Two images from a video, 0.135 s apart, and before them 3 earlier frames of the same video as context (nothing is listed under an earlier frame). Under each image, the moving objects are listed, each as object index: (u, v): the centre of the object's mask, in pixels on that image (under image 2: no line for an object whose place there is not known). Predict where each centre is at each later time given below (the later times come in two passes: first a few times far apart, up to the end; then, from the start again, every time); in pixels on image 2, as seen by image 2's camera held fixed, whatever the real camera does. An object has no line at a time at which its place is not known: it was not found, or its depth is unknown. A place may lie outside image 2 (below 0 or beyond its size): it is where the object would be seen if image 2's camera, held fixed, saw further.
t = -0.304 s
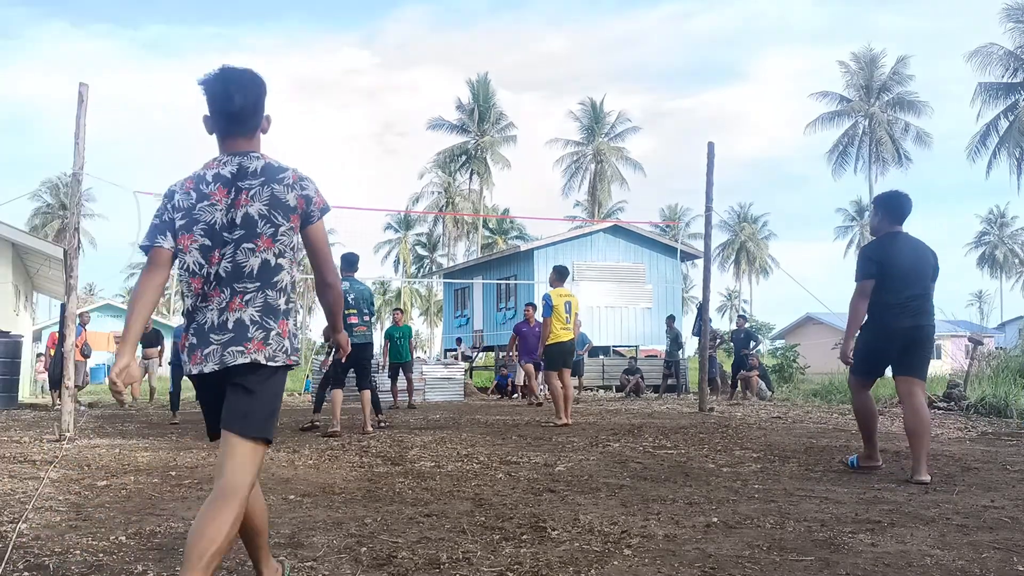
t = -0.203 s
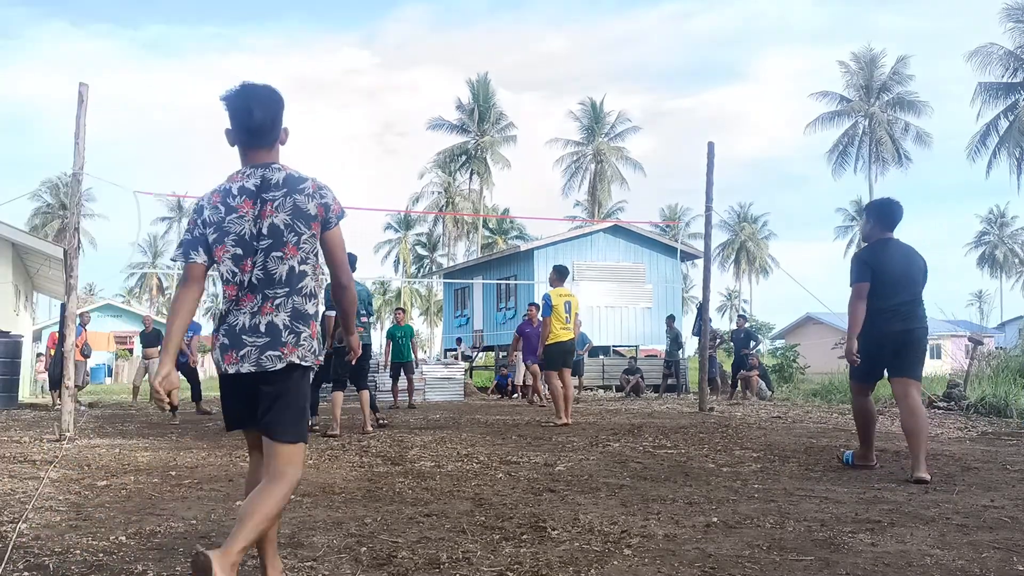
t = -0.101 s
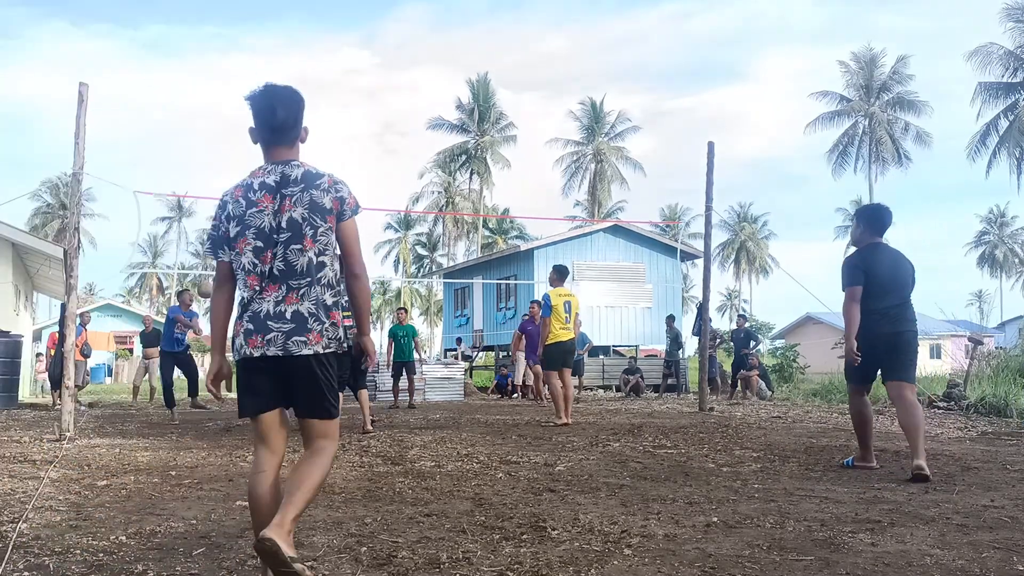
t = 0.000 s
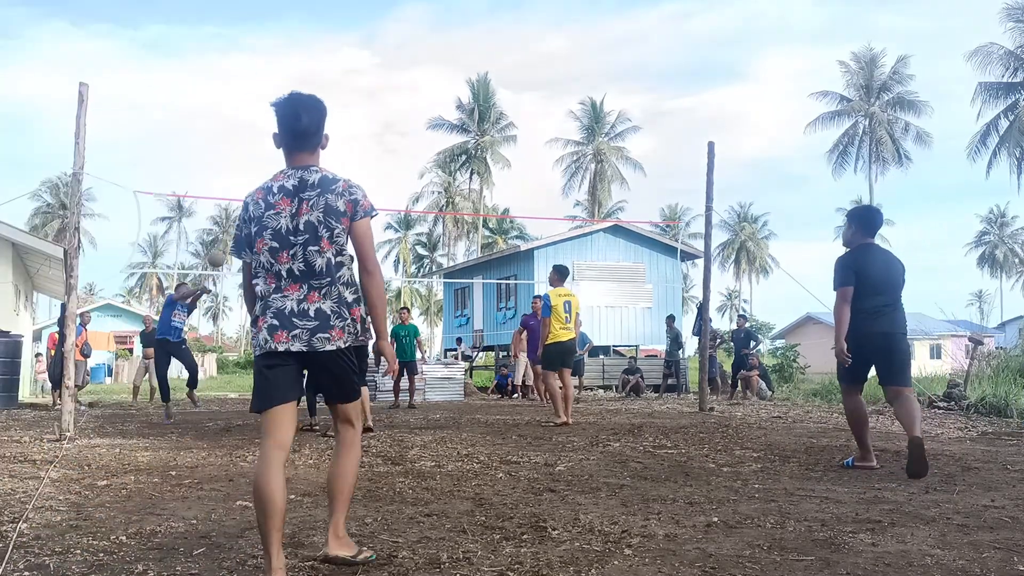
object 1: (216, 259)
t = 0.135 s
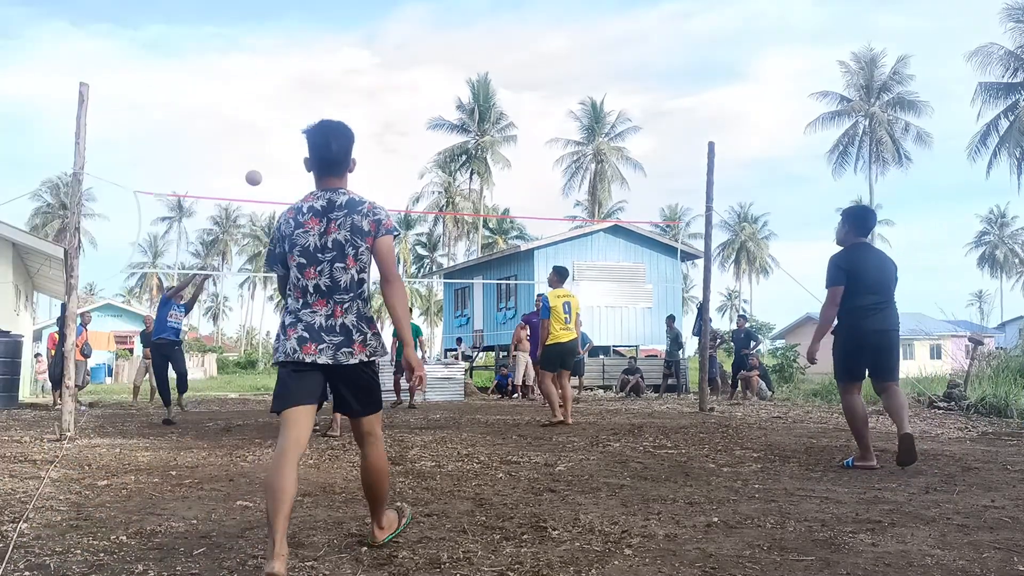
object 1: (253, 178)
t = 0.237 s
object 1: (279, 130)
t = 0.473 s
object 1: (334, 54)
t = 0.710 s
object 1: (386, 26)
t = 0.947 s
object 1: (434, 39)
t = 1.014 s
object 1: (447, 50)
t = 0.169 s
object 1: (262, 161)
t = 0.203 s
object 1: (271, 145)
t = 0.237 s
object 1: (279, 130)
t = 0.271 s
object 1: (287, 116)
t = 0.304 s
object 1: (295, 103)
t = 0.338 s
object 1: (303, 91)
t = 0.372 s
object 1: (311, 80)
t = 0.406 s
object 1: (319, 70)
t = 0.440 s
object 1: (327, 62)
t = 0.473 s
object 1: (334, 54)
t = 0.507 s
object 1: (342, 47)
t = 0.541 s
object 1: (349, 41)
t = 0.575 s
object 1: (357, 37)
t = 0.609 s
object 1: (364, 33)
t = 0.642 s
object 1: (372, 29)
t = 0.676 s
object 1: (379, 27)
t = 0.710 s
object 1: (386, 26)
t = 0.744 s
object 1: (393, 25)
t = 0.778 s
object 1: (400, 26)
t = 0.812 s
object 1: (407, 27)
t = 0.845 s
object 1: (414, 28)
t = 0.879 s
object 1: (420, 31)
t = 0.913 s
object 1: (427, 35)
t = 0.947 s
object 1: (434, 39)
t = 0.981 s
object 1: (441, 44)
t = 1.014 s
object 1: (447, 50)
